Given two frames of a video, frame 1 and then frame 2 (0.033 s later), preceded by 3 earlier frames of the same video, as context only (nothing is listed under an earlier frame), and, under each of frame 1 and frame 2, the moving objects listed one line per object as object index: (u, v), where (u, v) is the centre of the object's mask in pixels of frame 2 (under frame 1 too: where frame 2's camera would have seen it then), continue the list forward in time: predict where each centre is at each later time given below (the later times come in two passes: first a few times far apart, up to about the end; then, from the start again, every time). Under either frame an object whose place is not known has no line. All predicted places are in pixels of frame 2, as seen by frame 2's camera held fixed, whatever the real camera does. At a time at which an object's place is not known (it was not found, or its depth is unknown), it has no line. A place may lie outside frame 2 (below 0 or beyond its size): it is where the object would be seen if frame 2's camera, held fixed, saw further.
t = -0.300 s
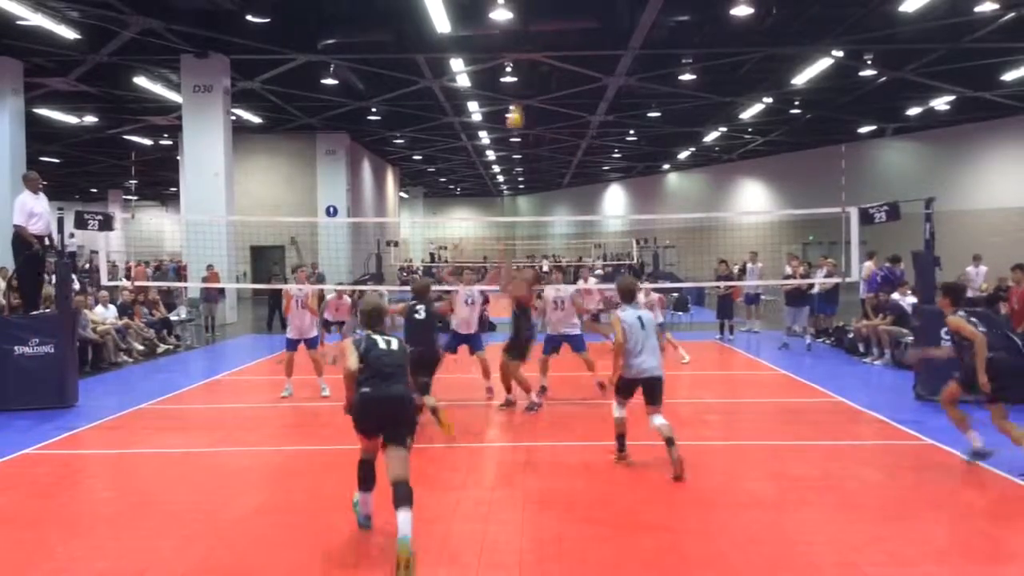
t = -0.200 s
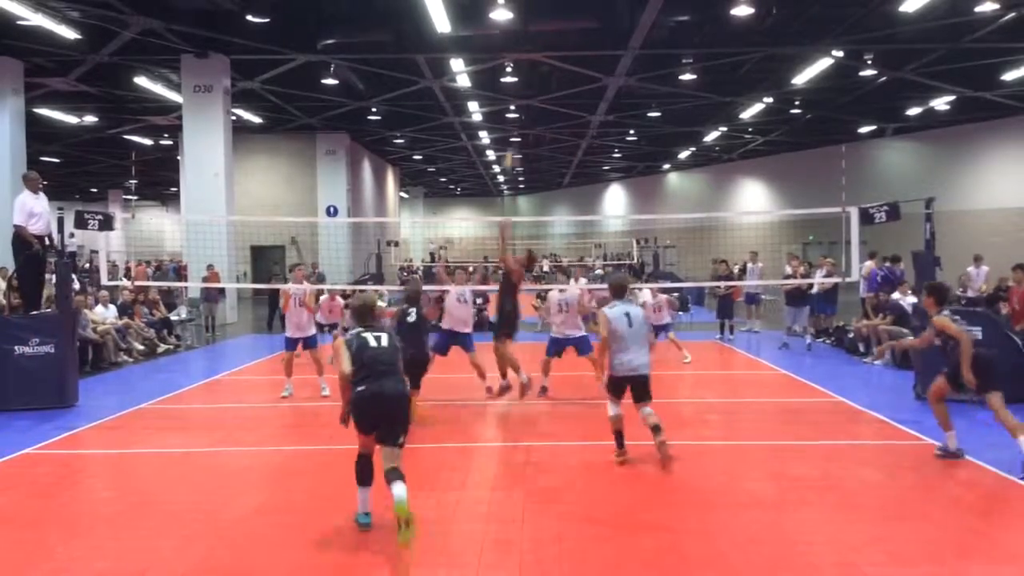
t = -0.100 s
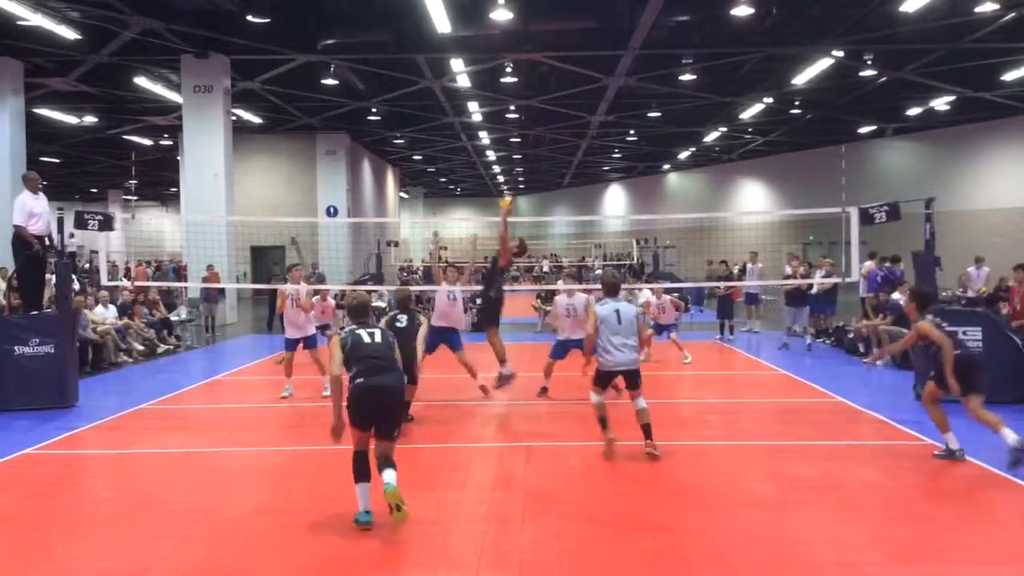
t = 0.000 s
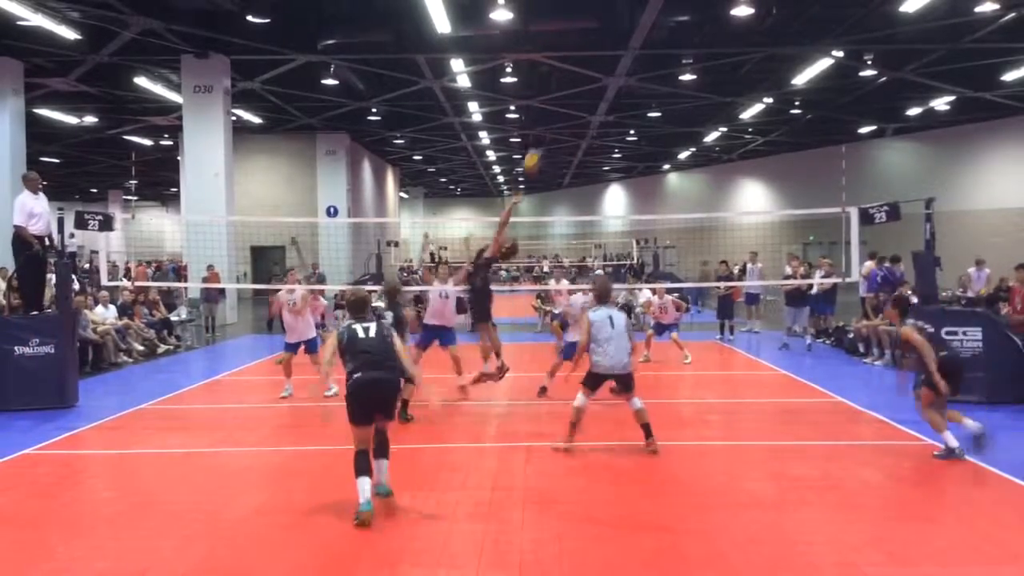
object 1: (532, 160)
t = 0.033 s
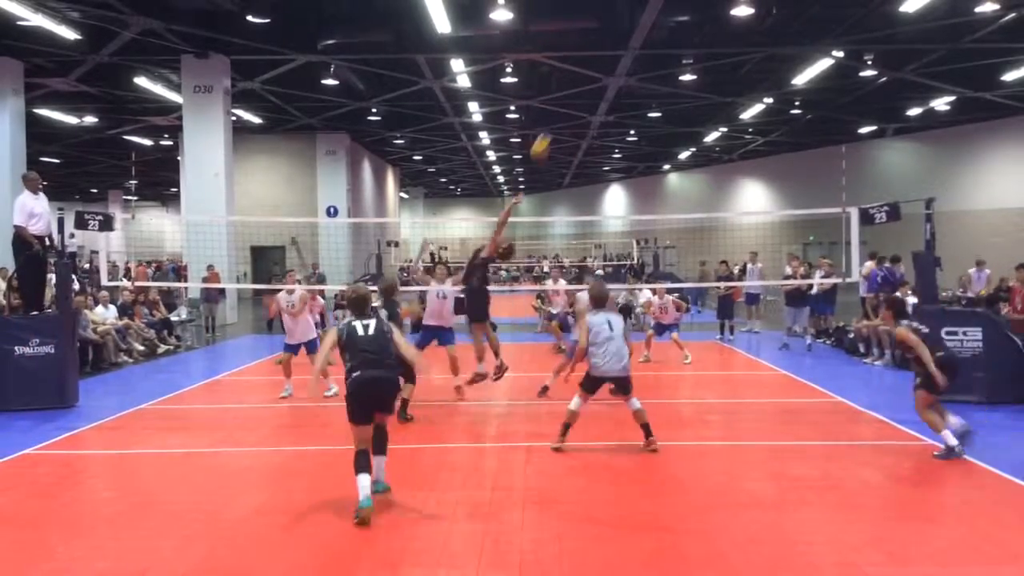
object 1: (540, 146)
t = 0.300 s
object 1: (609, 60)
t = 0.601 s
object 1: (680, 34)
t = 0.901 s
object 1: (750, 81)
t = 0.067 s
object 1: (549, 131)
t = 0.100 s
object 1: (559, 117)
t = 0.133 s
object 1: (567, 106)
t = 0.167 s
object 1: (575, 95)
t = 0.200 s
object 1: (584, 84)
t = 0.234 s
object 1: (592, 75)
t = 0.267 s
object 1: (600, 67)
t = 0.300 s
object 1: (609, 60)
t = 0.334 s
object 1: (616, 54)
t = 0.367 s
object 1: (624, 48)
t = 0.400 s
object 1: (633, 43)
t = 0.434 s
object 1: (641, 40)
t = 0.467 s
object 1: (649, 37)
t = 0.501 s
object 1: (657, 35)
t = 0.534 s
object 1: (665, 34)
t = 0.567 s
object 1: (673, 33)
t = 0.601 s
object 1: (680, 34)
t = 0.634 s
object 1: (688, 36)
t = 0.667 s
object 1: (696, 38)
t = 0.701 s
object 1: (704, 41)
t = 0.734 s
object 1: (711, 44)
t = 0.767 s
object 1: (720, 50)
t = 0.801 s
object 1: (728, 57)
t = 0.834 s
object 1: (735, 63)
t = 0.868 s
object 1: (744, 71)
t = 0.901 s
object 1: (750, 81)
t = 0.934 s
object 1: (757, 90)
